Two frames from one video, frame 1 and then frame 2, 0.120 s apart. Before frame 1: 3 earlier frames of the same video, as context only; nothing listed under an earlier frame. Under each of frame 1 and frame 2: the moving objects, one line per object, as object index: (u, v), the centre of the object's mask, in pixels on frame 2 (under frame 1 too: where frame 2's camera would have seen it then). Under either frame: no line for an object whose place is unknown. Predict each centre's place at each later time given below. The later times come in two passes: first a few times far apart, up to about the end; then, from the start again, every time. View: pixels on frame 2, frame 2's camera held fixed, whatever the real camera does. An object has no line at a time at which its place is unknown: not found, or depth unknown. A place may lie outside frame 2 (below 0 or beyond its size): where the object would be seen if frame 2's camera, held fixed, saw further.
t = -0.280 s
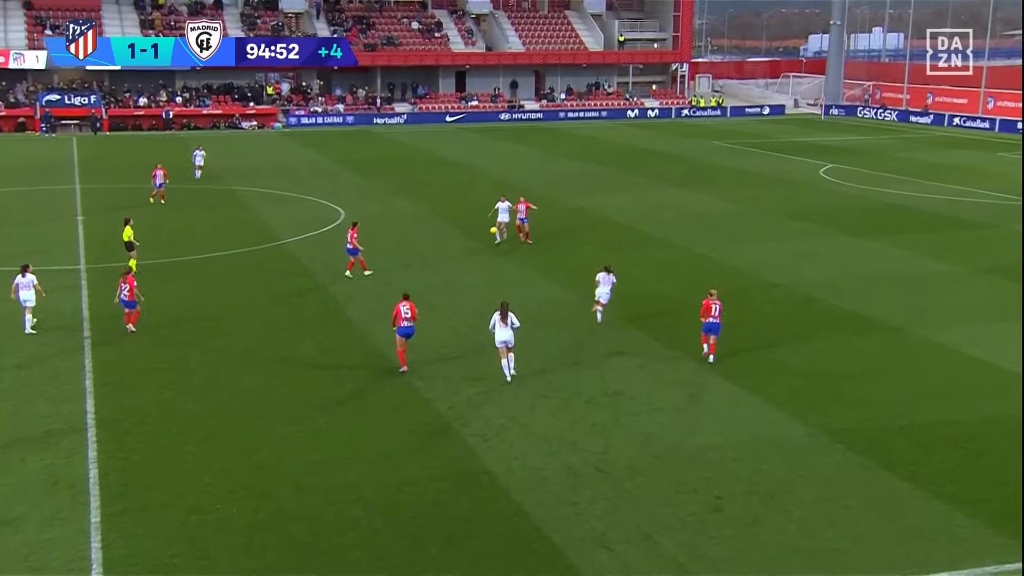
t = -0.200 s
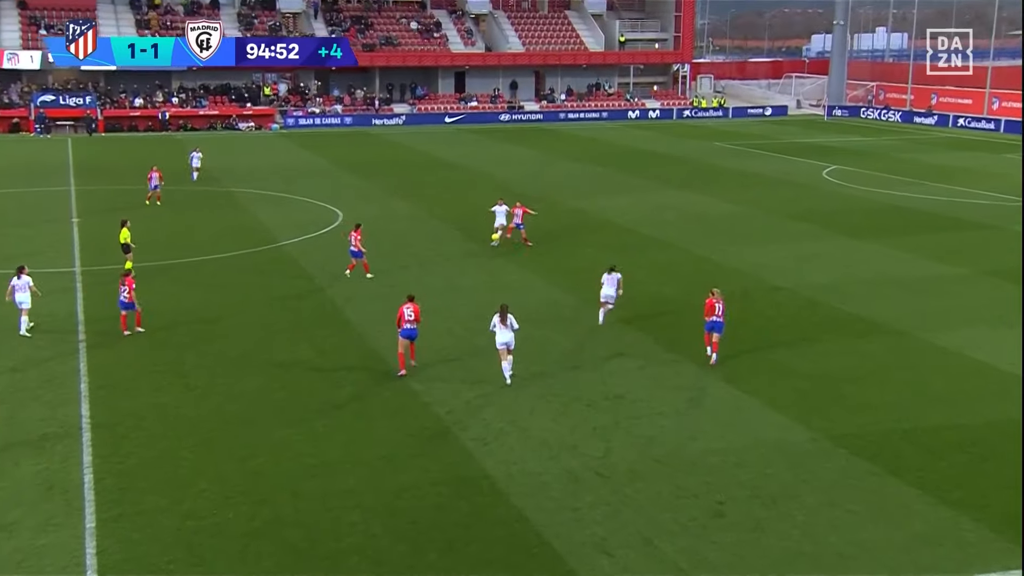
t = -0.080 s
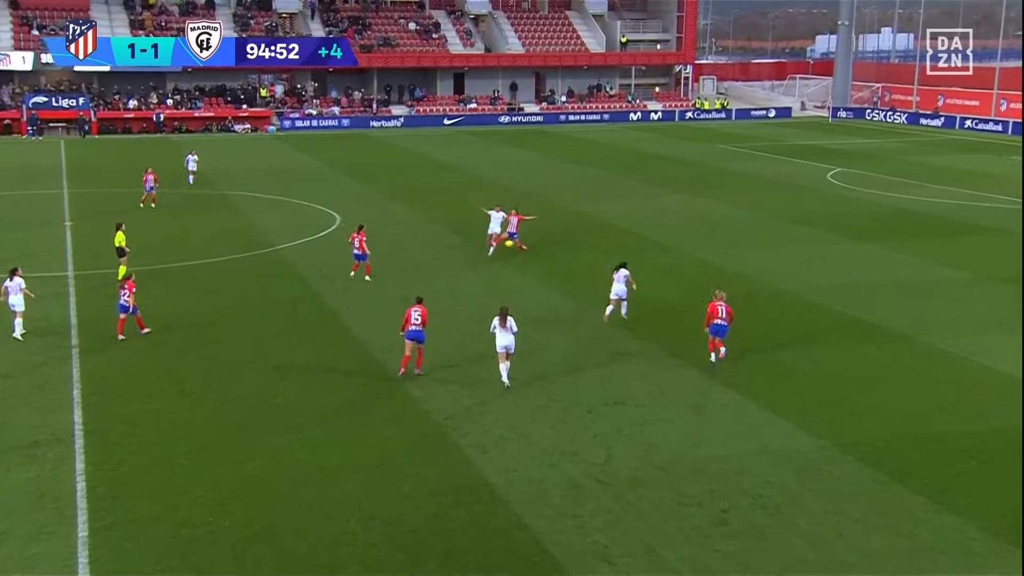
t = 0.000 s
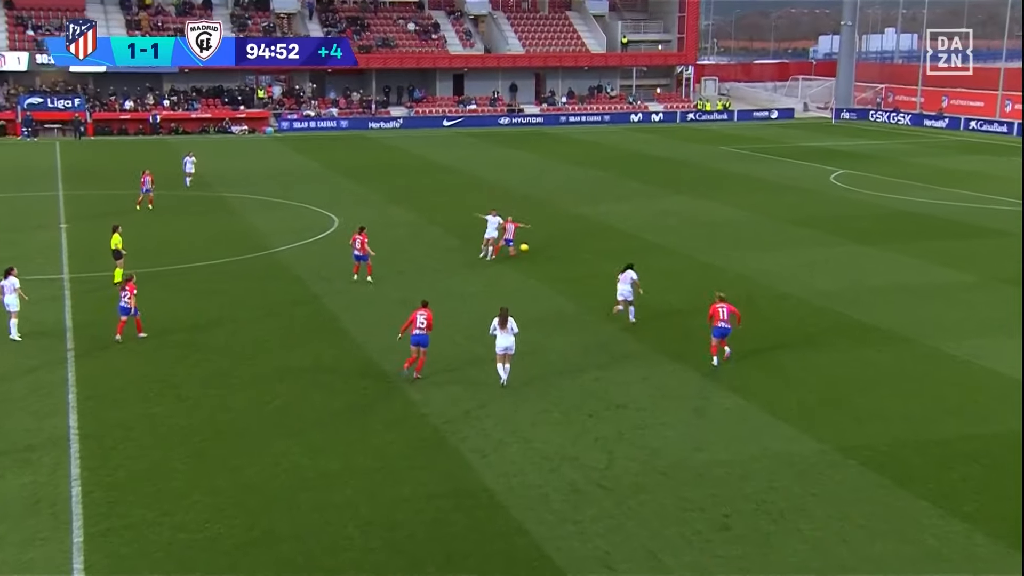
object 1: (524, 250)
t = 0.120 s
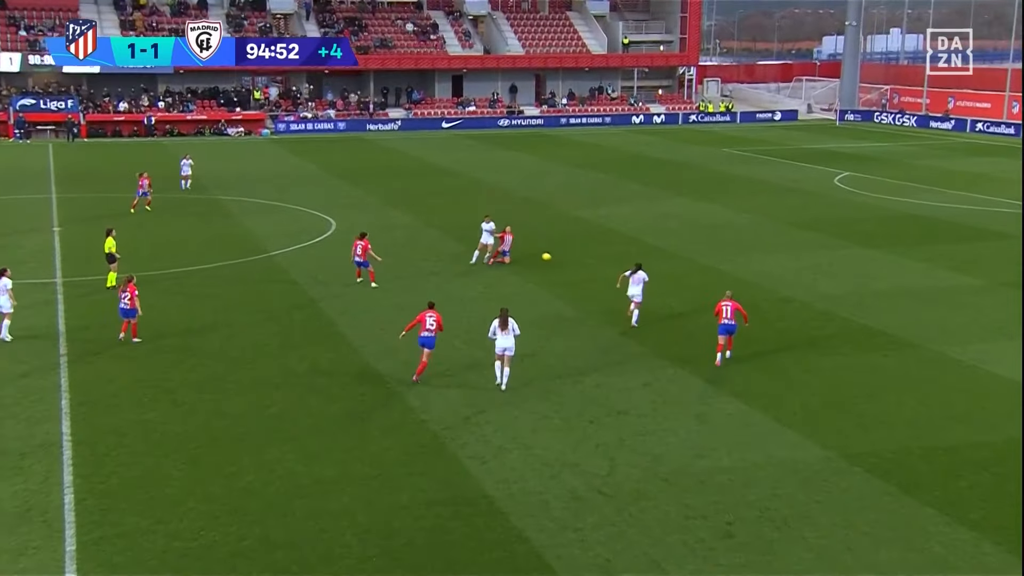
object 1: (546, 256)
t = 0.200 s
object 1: (561, 263)
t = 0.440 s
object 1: (599, 261)
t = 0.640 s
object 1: (629, 270)
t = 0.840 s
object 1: (653, 270)
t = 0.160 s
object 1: (554, 259)
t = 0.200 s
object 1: (561, 263)
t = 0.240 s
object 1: (568, 266)
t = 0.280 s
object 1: (575, 264)
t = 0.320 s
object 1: (581, 263)
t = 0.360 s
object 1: (587, 262)
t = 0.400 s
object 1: (593, 261)
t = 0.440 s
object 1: (599, 261)
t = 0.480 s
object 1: (606, 262)
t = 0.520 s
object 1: (612, 263)
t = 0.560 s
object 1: (618, 265)
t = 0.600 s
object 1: (623, 267)
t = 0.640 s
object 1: (629, 270)
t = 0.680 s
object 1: (634, 271)
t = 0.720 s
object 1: (639, 270)
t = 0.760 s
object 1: (644, 270)
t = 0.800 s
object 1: (649, 269)
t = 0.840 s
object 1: (653, 270)
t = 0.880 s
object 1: (658, 271)
